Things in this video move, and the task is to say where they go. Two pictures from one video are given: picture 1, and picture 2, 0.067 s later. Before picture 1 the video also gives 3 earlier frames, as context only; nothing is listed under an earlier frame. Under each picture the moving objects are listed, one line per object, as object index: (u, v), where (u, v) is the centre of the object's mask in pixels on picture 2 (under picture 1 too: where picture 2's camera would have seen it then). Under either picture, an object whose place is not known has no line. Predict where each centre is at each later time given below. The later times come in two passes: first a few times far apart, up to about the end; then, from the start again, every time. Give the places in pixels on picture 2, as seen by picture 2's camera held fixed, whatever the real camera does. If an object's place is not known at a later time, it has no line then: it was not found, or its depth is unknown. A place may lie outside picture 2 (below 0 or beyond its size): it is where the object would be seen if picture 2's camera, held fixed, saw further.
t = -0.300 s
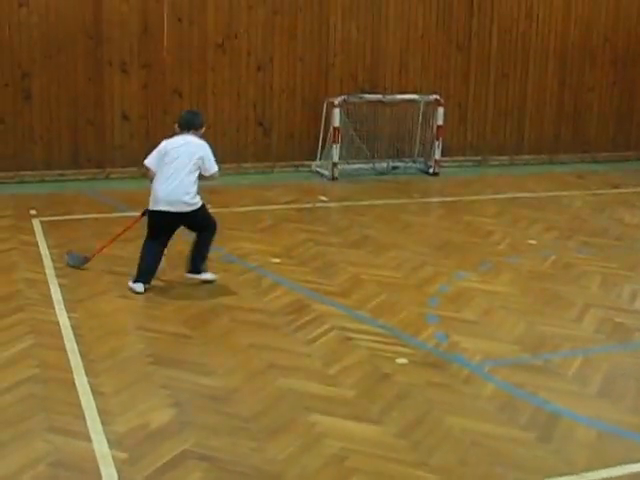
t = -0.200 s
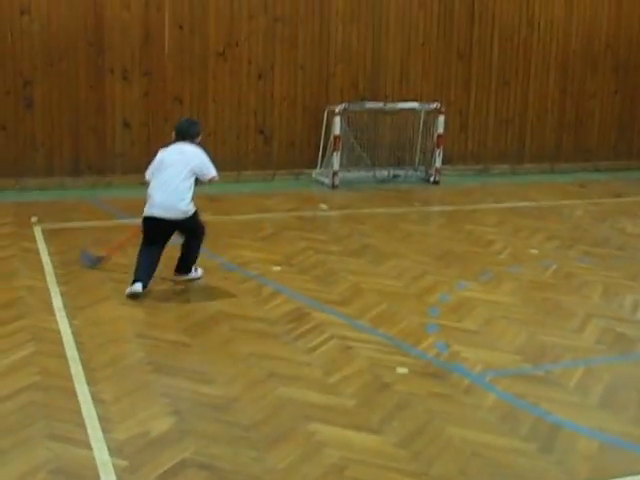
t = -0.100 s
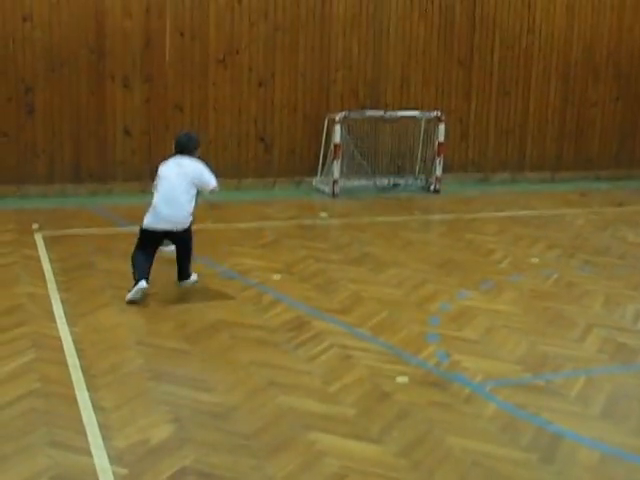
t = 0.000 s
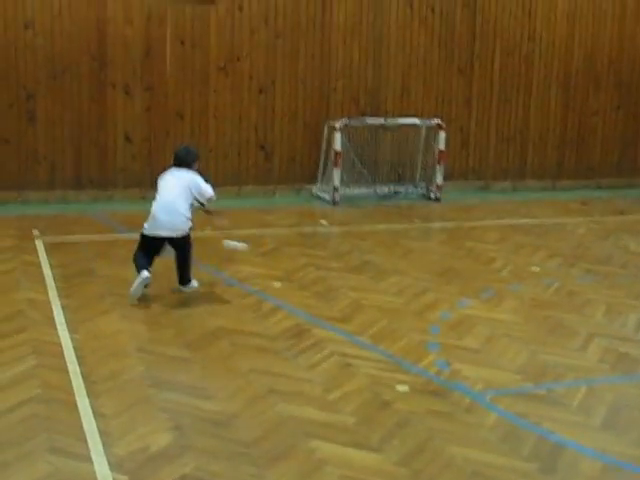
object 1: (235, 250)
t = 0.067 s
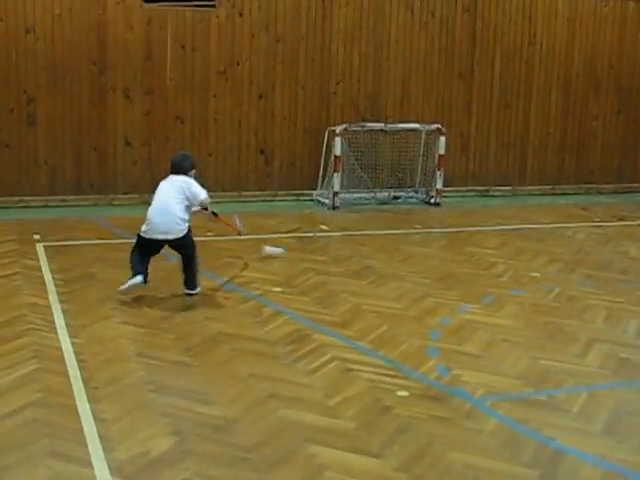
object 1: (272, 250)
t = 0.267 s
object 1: (356, 238)
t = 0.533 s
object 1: (432, 226)
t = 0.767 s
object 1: (486, 218)
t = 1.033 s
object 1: (535, 209)
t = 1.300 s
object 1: (577, 202)
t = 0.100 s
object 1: (289, 247)
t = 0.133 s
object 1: (304, 243)
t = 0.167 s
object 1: (318, 239)
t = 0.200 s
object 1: (331, 237)
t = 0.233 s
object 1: (343, 237)
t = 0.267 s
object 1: (356, 238)
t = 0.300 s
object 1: (367, 235)
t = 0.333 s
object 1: (377, 232)
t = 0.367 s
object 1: (388, 231)
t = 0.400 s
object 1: (396, 231)
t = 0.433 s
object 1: (407, 230)
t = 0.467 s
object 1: (415, 227)
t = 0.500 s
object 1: (423, 226)
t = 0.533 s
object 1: (432, 226)
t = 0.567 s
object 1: (440, 224)
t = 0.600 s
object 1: (448, 223)
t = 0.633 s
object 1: (456, 222)
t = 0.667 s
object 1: (464, 221)
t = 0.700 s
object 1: (471, 219)
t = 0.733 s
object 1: (478, 218)
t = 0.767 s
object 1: (486, 218)
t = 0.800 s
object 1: (492, 216)
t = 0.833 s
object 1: (499, 215)
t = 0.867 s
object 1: (506, 213)
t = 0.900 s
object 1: (512, 212)
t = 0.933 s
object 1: (518, 212)
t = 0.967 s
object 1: (524, 210)
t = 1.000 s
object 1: (530, 210)
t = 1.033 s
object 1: (535, 209)
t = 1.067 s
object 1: (541, 208)
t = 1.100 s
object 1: (547, 207)
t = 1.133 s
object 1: (552, 206)
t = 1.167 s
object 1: (557, 206)
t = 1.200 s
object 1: (562, 205)
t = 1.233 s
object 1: (567, 204)
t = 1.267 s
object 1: (572, 203)
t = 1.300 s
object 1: (577, 202)
